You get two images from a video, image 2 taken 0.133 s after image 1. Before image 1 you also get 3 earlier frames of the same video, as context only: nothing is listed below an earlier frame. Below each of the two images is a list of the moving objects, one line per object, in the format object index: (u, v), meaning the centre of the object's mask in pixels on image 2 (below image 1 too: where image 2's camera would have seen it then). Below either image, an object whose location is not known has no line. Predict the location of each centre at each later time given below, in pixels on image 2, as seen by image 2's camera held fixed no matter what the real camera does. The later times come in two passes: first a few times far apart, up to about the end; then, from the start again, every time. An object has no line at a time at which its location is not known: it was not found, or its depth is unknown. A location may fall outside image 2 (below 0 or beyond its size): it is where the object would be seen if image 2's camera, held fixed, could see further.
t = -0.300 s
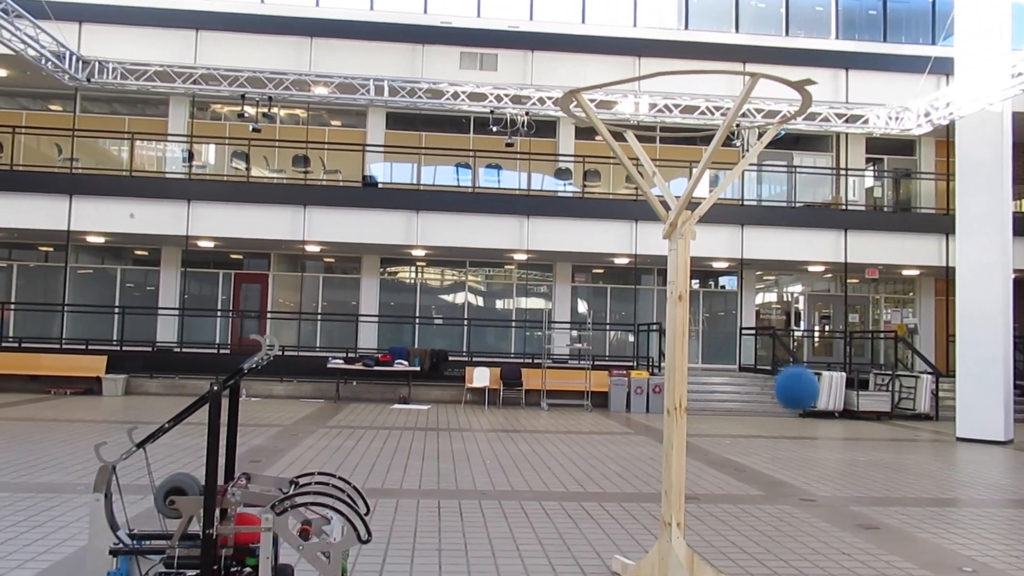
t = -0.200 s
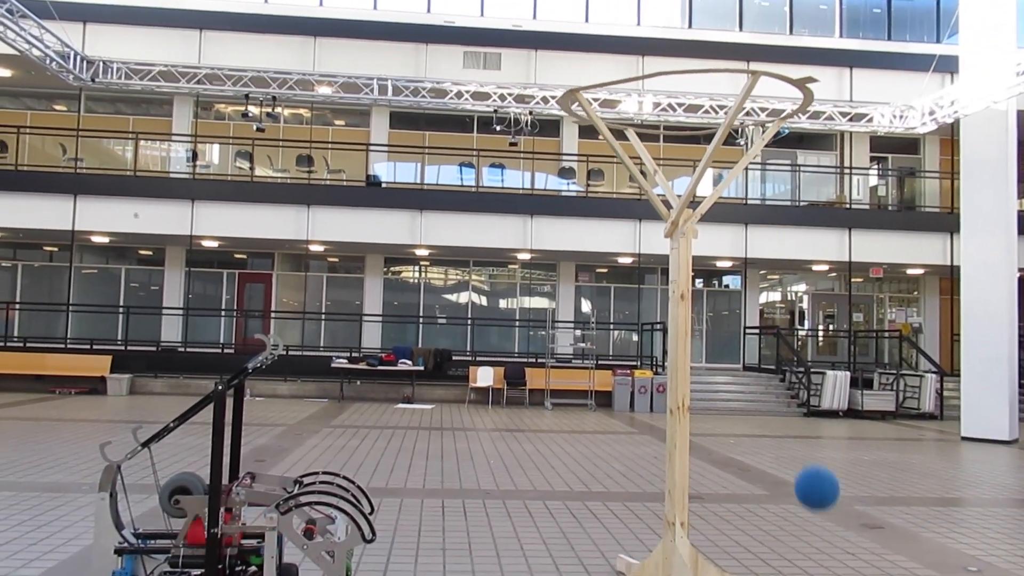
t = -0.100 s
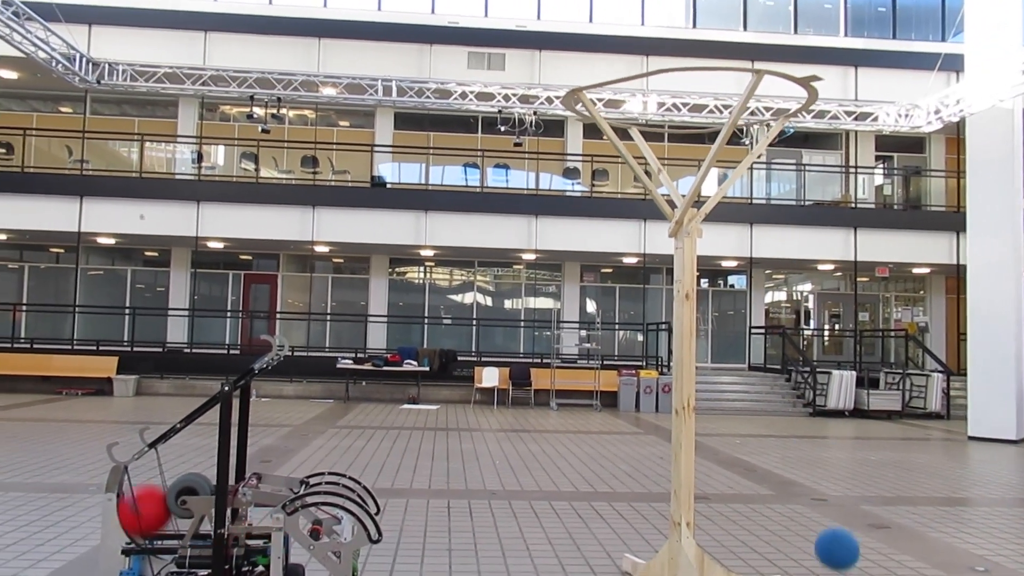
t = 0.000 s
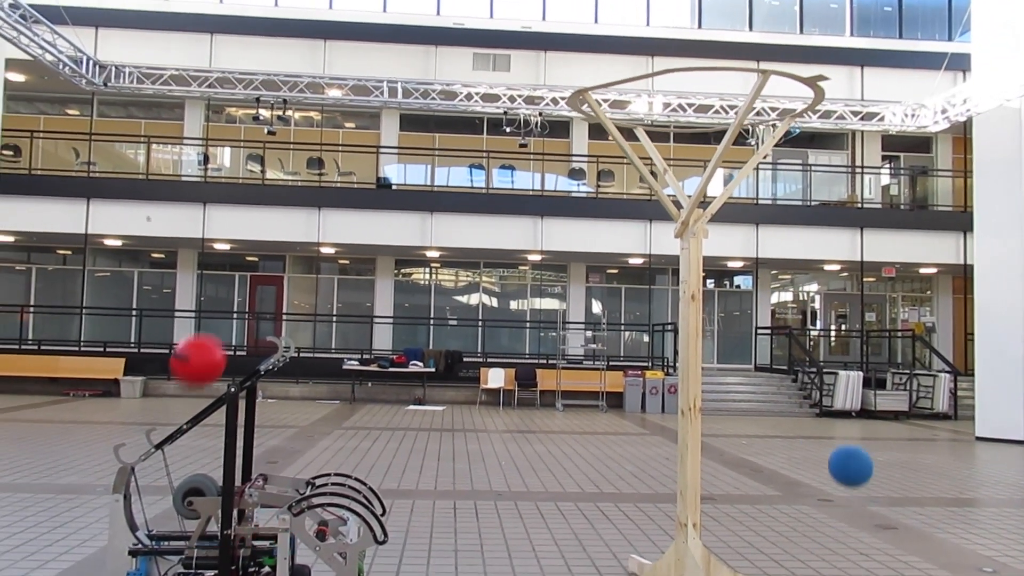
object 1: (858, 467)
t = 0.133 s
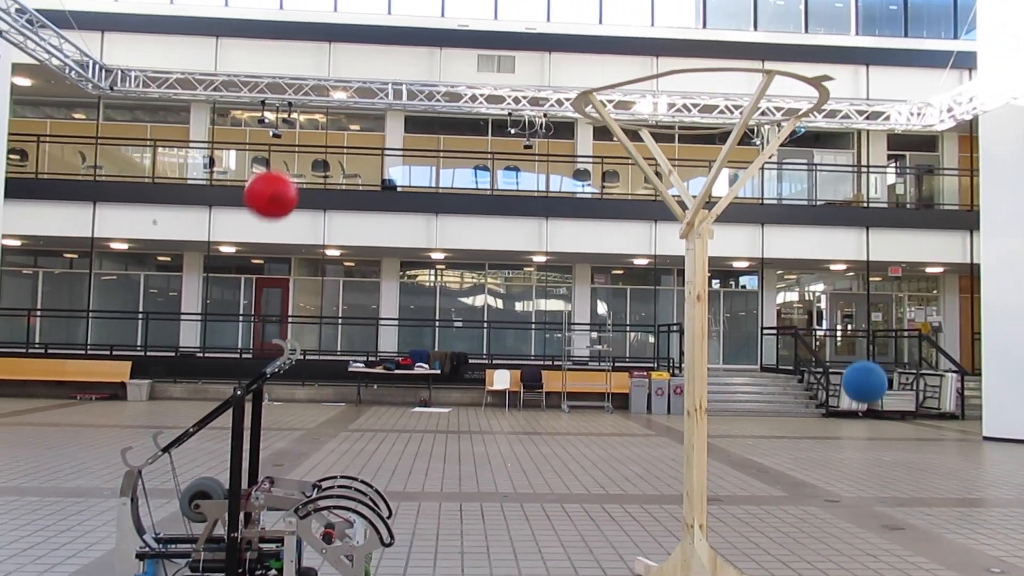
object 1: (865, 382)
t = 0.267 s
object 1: (871, 329)
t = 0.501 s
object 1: (882, 308)
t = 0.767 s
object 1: (896, 394)
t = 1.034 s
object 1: (909, 556)
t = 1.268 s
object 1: (918, 427)
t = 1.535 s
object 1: (929, 391)
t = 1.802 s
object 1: (941, 481)
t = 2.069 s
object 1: (948, 517)
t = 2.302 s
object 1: (949, 449)
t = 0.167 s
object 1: (867, 366)
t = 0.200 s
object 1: (868, 352)
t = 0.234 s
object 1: (870, 340)
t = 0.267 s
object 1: (871, 329)
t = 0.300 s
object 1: (872, 320)
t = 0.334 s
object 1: (874, 314)
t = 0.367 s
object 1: (876, 309)
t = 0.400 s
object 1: (878, 306)
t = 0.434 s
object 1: (879, 305)
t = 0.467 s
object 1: (880, 305)
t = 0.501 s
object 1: (882, 308)
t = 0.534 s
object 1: (885, 312)
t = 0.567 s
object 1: (886, 317)
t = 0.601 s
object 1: (888, 326)
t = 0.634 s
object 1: (890, 336)
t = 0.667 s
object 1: (891, 347)
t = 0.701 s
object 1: (893, 361)
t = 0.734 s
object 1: (895, 375)
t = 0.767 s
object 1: (896, 394)
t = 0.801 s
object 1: (898, 413)
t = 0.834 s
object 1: (900, 434)
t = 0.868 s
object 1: (901, 457)
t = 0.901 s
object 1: (903, 483)
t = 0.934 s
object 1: (904, 509)
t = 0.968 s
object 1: (906, 539)
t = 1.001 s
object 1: (907, 563)
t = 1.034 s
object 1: (909, 556)
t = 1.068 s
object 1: (910, 533)
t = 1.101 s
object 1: (911, 511)
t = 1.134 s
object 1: (913, 490)
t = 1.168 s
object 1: (914, 472)
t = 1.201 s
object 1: (916, 455)
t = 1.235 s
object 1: (917, 440)
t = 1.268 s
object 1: (918, 427)
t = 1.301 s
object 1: (920, 416)
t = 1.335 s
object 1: (921, 407)
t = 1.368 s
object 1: (922, 399)
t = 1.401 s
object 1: (923, 394)
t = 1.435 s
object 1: (924, 390)
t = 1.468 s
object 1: (927, 389)
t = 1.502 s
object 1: (928, 389)
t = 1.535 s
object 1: (929, 391)
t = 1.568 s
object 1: (930, 396)
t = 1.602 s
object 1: (931, 402)
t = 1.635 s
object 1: (932, 410)
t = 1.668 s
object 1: (934, 420)
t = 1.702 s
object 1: (937, 432)
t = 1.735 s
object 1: (938, 446)
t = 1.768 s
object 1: (940, 462)
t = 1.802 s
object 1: (941, 481)
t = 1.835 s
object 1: (942, 500)
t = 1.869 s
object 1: (944, 523)
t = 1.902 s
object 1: (946, 548)
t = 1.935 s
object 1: (947, 568)
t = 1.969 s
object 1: (948, 570)
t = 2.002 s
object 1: (949, 555)
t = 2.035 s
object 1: (948, 535)
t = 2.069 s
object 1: (948, 517)
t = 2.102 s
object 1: (948, 501)
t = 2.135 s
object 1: (948, 488)
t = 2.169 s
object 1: (948, 476)
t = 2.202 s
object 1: (948, 466)
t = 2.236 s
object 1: (948, 458)
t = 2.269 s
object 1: (949, 452)
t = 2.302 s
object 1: (949, 449)
